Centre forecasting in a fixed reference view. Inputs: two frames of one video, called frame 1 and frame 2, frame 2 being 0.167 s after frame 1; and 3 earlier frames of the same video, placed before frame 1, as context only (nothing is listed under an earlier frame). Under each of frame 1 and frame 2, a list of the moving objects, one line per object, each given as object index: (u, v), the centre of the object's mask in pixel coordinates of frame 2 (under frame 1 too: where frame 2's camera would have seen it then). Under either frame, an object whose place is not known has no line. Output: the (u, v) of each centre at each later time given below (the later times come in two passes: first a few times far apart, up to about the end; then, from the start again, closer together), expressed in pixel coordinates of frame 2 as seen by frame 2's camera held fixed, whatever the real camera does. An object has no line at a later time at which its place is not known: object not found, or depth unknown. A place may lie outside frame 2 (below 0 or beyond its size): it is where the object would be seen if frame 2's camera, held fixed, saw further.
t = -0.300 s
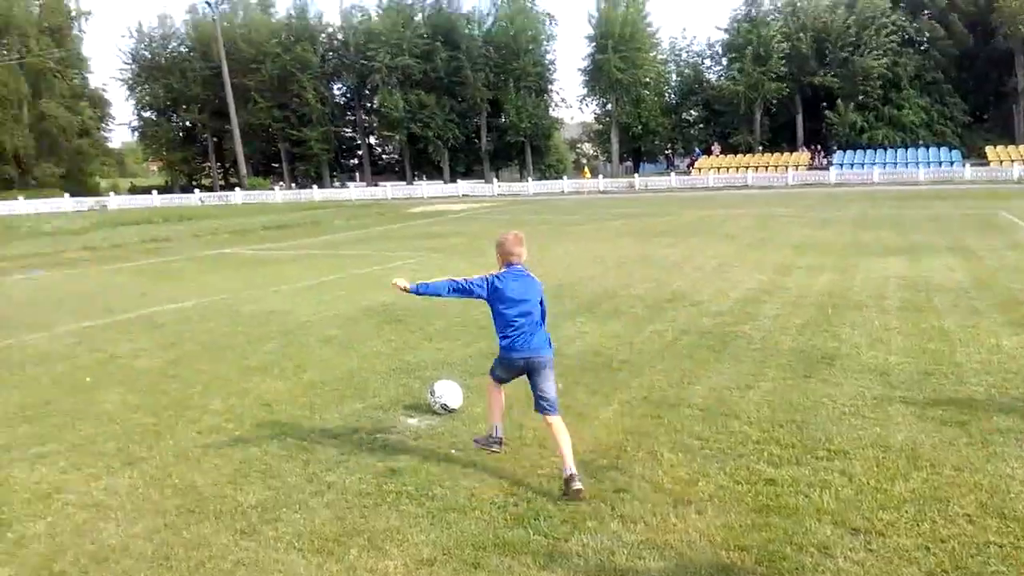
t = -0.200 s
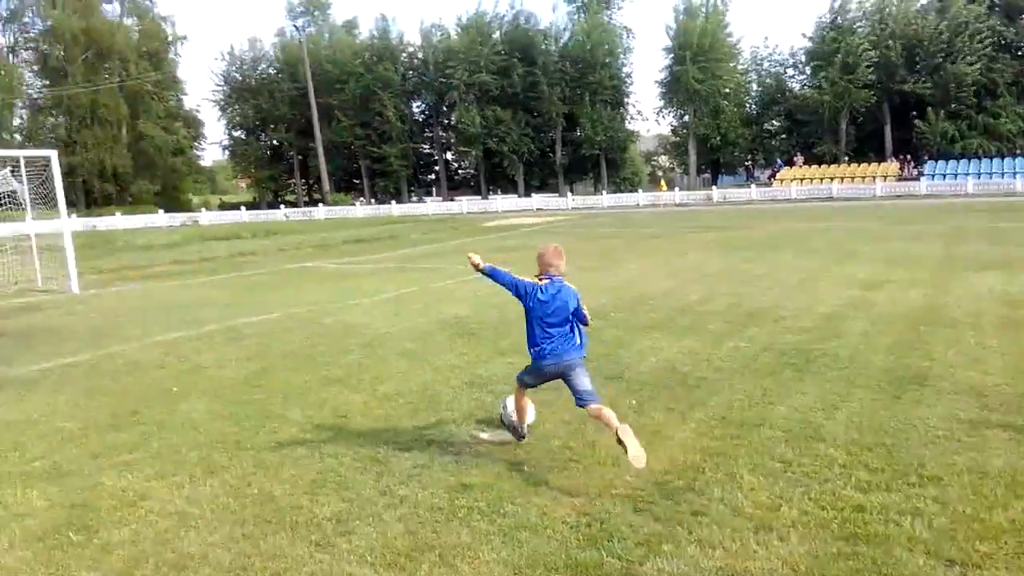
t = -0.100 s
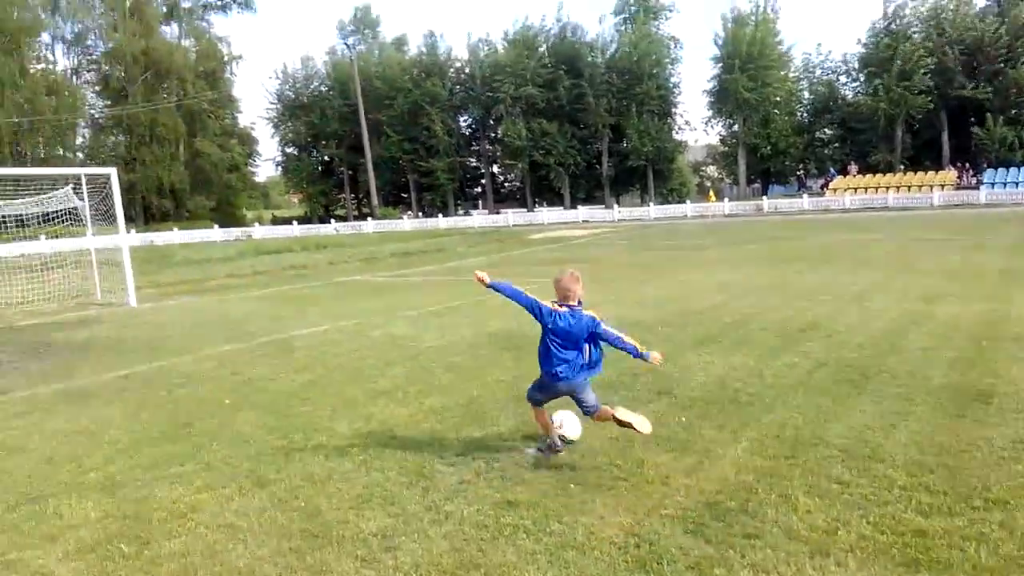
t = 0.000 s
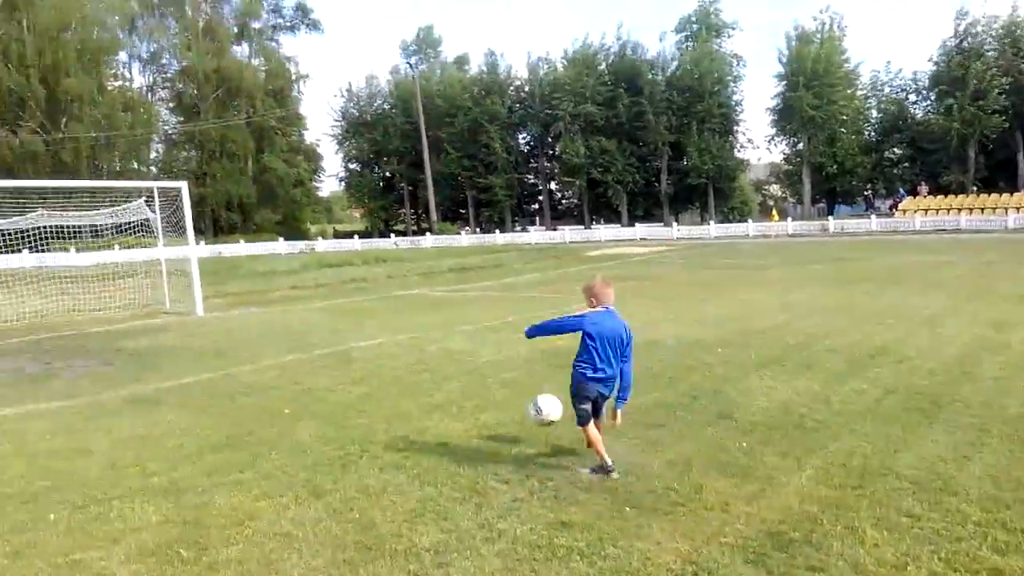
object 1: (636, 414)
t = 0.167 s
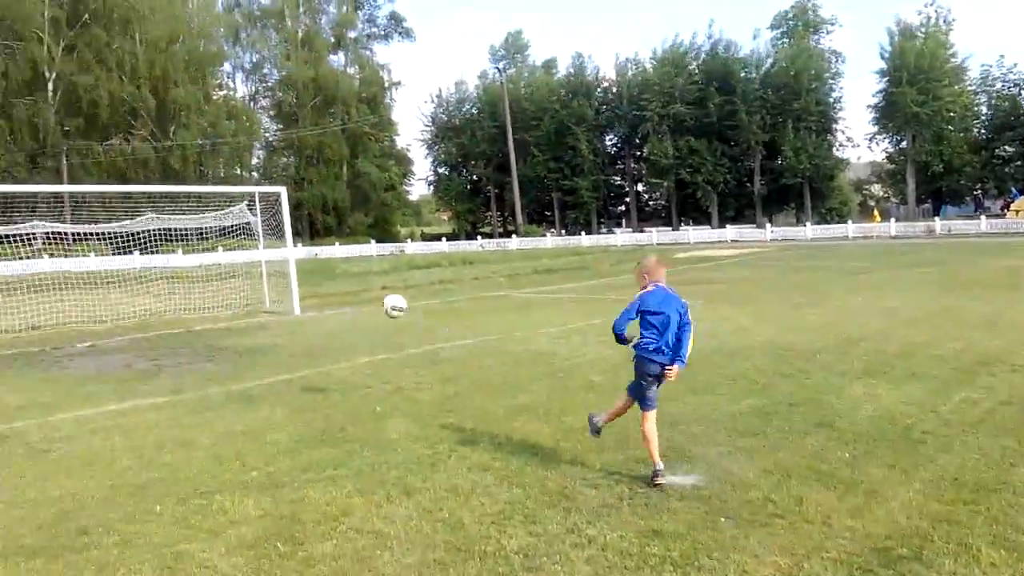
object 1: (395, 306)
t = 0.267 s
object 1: (299, 275)
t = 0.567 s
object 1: (118, 262)
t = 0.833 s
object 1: (19, 295)
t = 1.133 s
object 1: (4, 327)
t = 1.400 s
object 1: (15, 330)
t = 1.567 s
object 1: (24, 332)
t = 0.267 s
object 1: (299, 275)
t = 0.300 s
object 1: (272, 268)
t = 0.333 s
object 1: (249, 265)
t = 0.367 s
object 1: (226, 264)
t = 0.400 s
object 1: (204, 259)
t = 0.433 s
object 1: (185, 258)
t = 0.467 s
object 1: (167, 257)
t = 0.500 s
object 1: (149, 258)
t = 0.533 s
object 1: (134, 259)
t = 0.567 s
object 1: (118, 262)
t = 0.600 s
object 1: (102, 263)
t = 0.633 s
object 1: (94, 264)
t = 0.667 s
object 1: (78, 269)
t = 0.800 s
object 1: (28, 290)
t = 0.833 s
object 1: (19, 295)
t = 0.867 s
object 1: (10, 300)
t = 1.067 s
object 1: (1, 321)
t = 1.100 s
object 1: (2, 324)
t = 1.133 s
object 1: (4, 327)
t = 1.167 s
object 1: (5, 329)
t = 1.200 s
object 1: (6, 331)
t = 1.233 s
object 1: (7, 332)
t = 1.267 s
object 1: (10, 332)
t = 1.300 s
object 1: (10, 331)
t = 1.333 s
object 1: (13, 331)
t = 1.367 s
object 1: (13, 330)
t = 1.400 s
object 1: (15, 330)
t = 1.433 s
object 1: (17, 330)
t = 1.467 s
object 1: (19, 332)
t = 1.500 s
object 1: (21, 332)
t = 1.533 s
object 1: (22, 332)
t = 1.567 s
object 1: (24, 332)
